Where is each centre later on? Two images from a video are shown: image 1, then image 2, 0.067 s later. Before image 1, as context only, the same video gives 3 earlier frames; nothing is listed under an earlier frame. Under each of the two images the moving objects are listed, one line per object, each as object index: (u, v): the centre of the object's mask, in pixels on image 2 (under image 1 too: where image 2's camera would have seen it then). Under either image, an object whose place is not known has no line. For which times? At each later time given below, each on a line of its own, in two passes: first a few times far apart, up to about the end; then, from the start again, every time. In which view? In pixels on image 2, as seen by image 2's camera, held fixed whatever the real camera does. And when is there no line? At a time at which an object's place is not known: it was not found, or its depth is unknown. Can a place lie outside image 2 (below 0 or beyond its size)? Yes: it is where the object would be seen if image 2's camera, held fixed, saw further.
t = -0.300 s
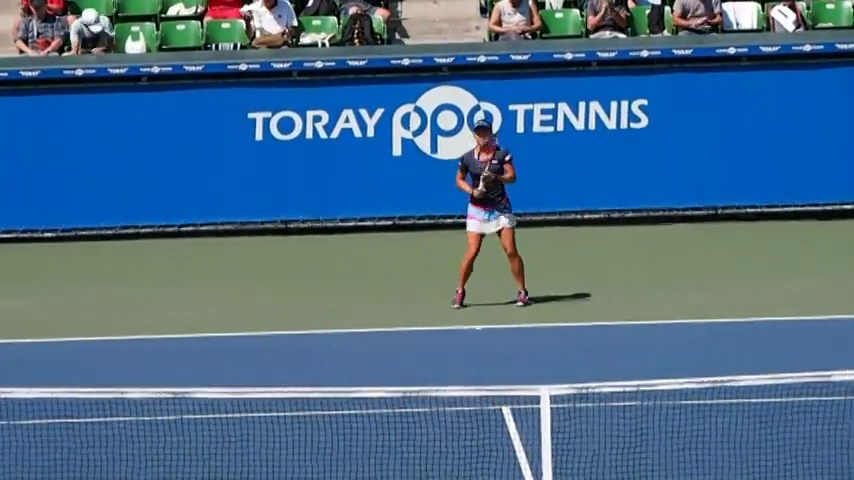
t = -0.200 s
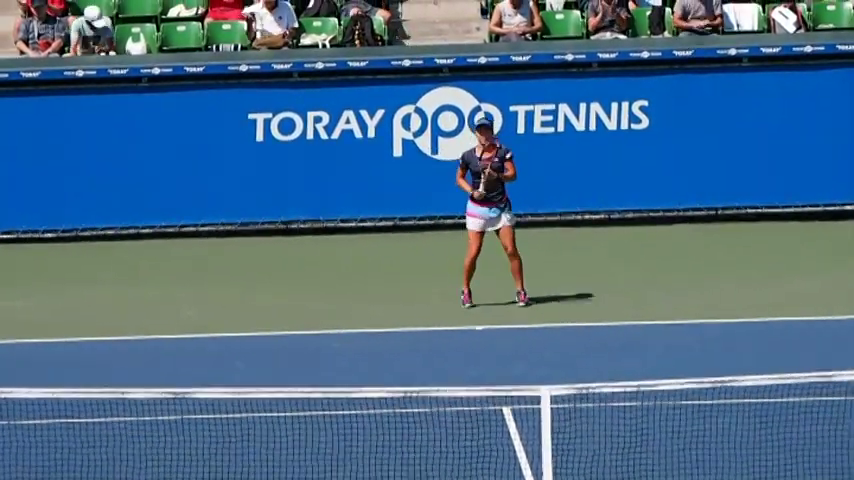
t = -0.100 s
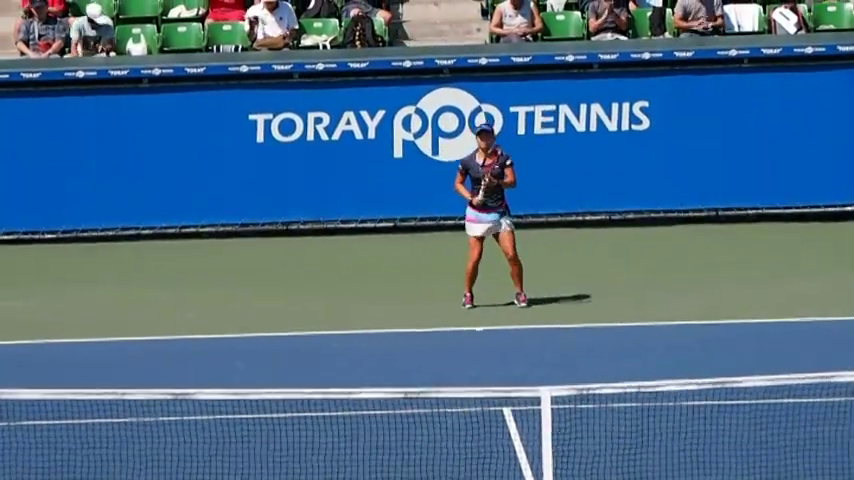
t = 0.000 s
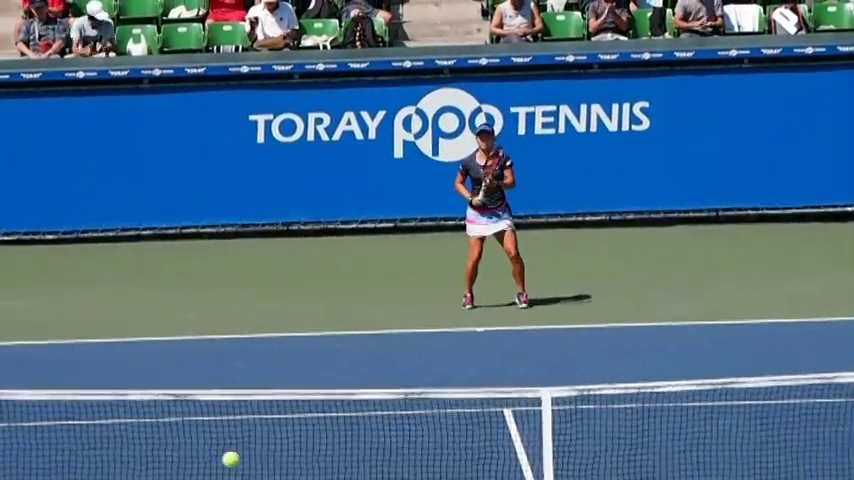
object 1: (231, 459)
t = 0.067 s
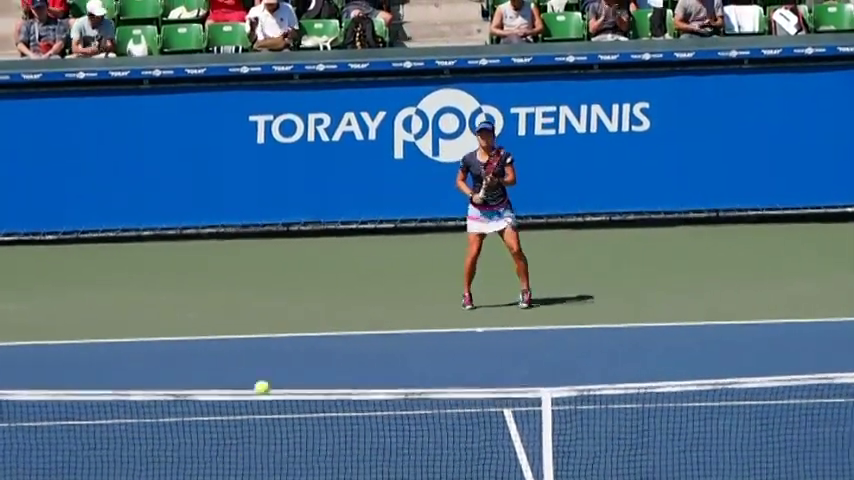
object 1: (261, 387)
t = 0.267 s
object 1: (331, 276)
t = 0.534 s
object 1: (387, 266)
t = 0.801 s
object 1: (419, 321)
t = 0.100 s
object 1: (275, 359)
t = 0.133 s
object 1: (288, 336)
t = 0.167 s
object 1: (299, 315)
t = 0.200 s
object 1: (310, 299)
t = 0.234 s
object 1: (321, 286)
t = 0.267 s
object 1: (331, 276)
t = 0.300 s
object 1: (339, 267)
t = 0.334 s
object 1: (347, 262)
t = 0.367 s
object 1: (355, 258)
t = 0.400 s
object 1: (362, 257)
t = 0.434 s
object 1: (369, 256)
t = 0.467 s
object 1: (375, 258)
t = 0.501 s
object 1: (381, 261)
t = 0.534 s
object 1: (387, 266)
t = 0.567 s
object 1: (392, 271)
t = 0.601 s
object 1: (396, 277)
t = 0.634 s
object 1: (400, 285)
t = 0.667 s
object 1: (404, 294)
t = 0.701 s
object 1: (409, 303)
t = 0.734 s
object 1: (413, 314)
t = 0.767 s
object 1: (417, 326)
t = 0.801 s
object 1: (419, 321)
